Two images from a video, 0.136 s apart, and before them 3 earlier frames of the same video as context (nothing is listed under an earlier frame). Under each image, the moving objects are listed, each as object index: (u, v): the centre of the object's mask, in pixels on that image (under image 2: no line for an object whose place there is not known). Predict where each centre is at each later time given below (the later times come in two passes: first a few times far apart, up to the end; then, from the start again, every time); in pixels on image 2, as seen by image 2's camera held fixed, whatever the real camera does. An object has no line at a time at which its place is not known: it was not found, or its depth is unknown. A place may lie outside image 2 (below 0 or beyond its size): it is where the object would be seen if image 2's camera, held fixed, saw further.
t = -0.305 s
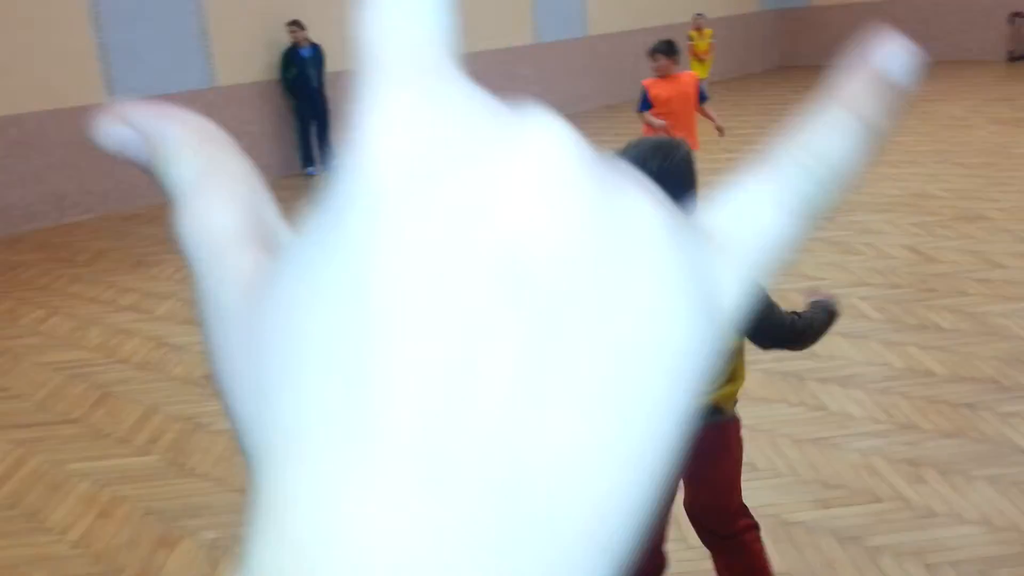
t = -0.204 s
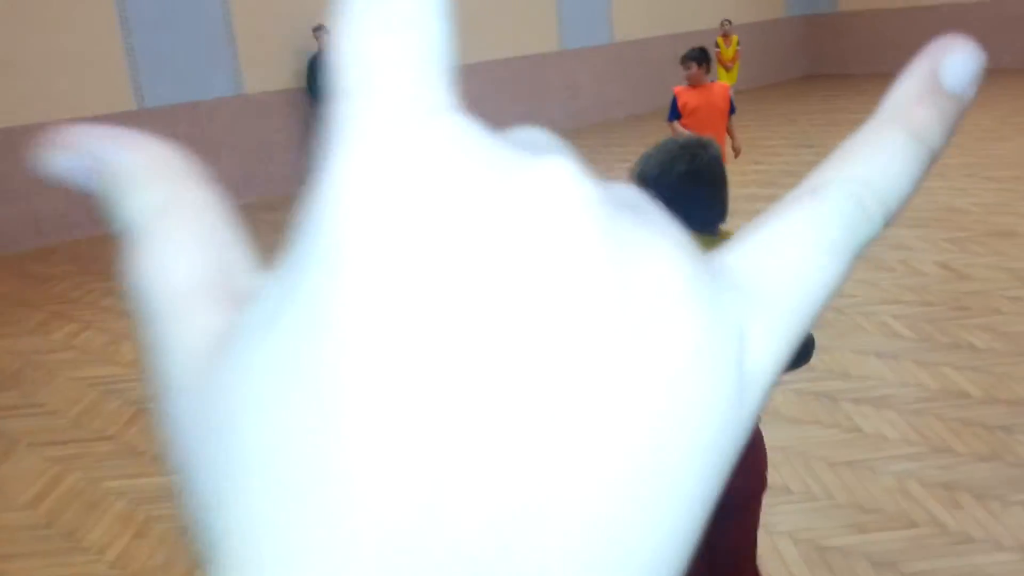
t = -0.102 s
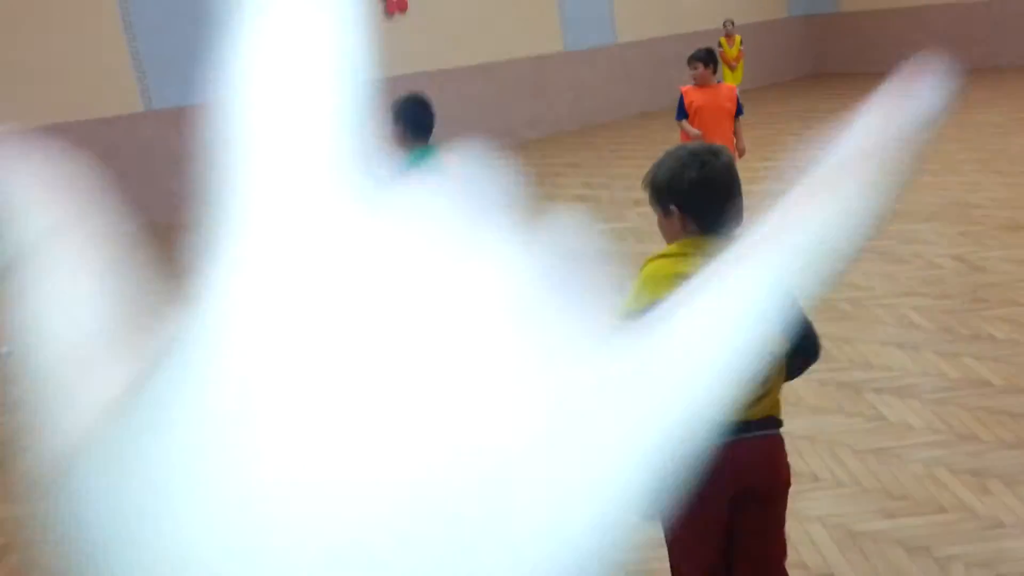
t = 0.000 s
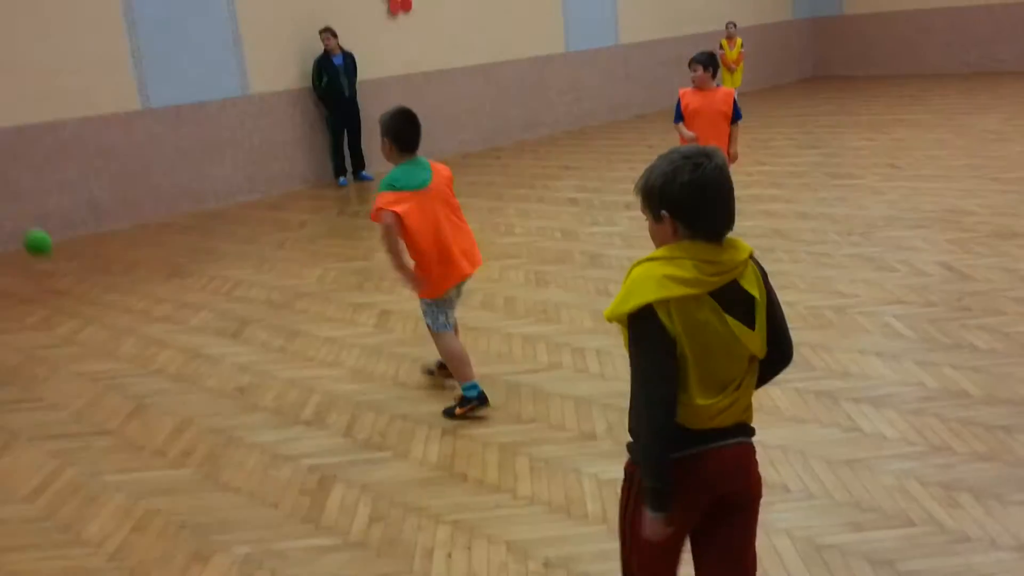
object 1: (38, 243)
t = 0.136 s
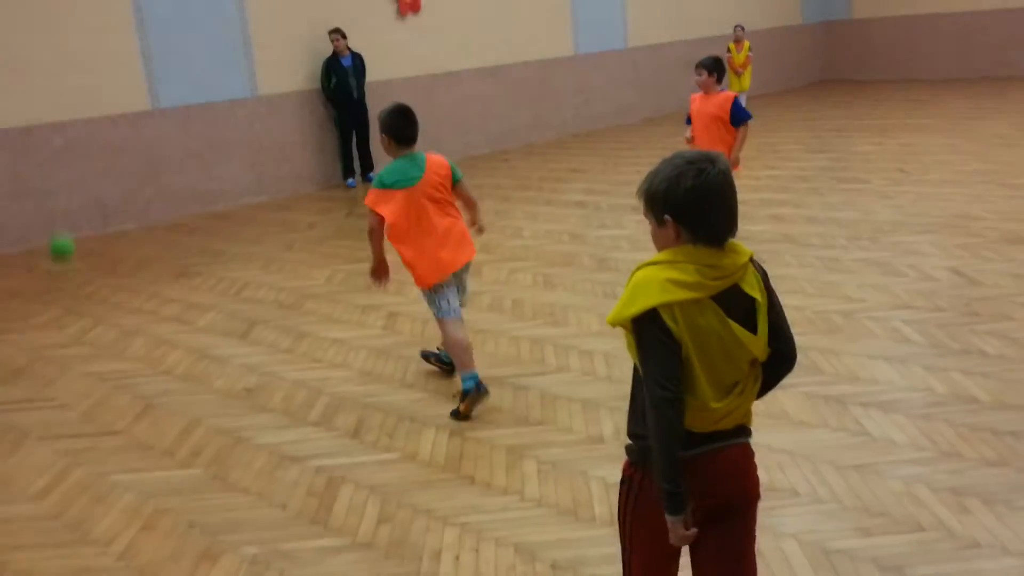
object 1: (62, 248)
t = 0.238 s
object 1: (62, 209)
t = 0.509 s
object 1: (73, 162)
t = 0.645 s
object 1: (85, 172)
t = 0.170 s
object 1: (62, 234)
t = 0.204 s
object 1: (61, 220)
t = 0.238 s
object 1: (62, 209)
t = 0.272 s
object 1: (61, 198)
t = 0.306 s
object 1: (61, 188)
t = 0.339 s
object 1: (63, 182)
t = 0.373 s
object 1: (65, 176)
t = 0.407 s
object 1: (66, 170)
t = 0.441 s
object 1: (69, 168)
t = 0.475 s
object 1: (72, 164)
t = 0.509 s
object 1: (73, 162)
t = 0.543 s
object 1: (76, 164)
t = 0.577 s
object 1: (80, 168)
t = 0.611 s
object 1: (82, 169)
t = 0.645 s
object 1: (85, 172)
